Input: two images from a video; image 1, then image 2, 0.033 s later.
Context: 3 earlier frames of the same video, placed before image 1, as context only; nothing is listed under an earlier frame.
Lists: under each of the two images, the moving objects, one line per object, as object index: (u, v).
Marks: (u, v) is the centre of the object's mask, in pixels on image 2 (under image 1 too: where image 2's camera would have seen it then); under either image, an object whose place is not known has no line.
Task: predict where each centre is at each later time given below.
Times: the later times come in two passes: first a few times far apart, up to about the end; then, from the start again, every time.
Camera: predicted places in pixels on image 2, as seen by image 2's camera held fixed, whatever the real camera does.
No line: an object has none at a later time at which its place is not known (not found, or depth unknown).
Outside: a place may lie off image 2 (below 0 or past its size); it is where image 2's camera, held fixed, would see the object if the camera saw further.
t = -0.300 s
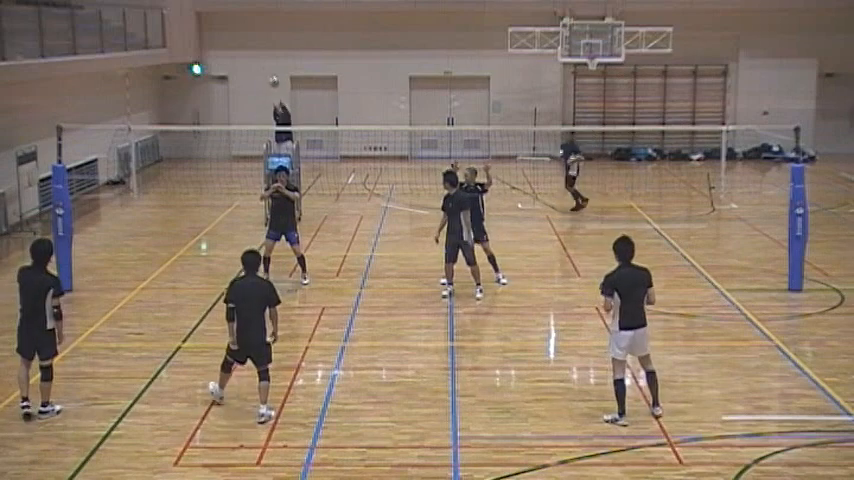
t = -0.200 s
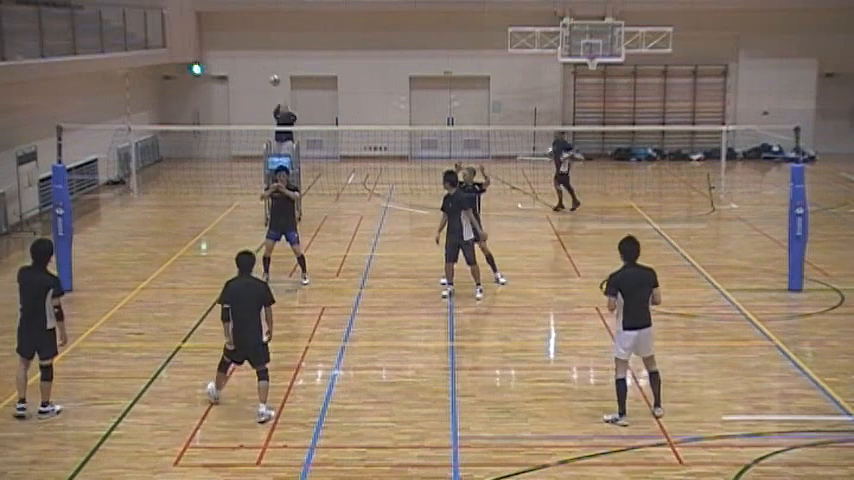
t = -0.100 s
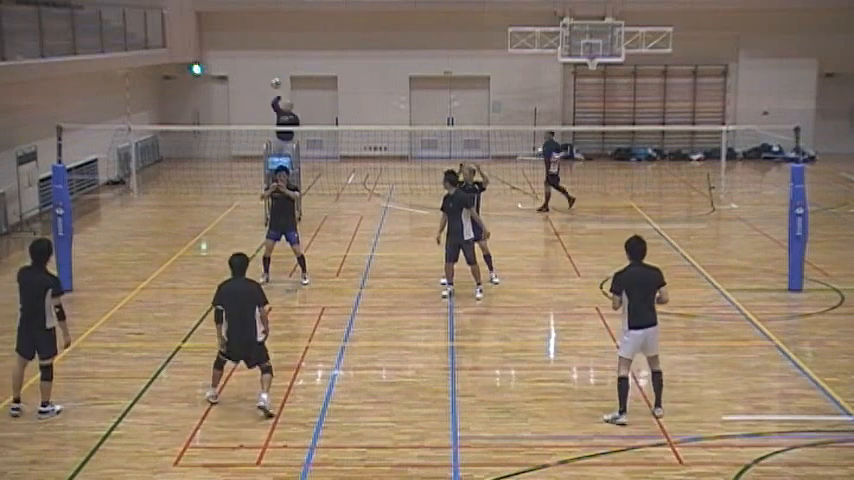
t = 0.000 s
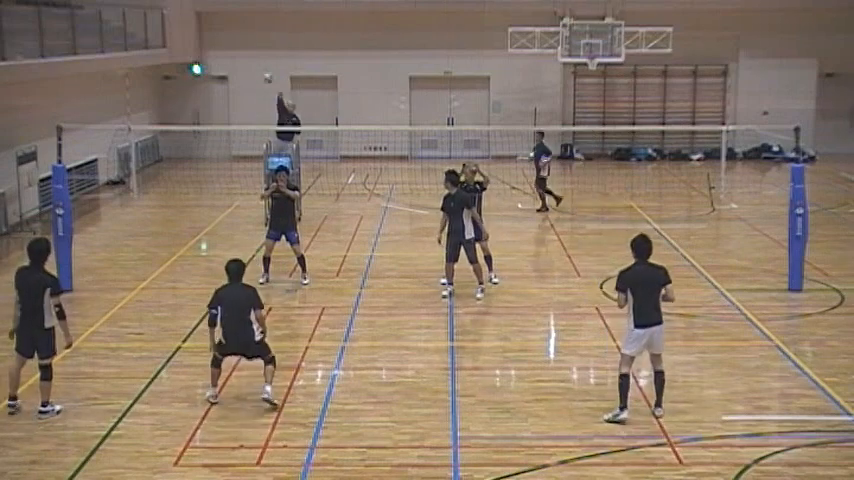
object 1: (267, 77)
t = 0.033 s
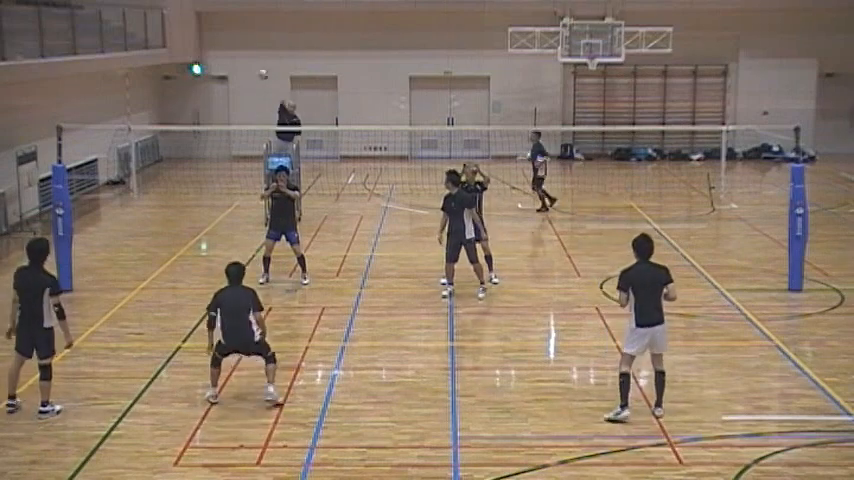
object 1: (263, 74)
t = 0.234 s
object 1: (237, 61)
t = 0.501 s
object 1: (204, 87)
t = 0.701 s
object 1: (185, 151)
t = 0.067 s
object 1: (258, 70)
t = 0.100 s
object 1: (254, 68)
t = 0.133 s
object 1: (250, 65)
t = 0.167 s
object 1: (245, 63)
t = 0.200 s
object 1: (241, 62)
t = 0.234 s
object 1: (237, 61)
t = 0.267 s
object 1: (233, 62)
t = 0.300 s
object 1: (229, 63)
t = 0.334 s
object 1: (224, 65)
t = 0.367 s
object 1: (219, 68)
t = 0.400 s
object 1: (217, 72)
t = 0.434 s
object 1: (213, 75)
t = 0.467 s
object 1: (209, 80)
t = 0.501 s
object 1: (204, 87)
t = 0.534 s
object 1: (201, 95)
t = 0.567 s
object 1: (198, 104)
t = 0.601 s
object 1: (194, 114)
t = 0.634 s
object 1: (192, 125)
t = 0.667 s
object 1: (188, 138)
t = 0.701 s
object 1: (185, 151)
